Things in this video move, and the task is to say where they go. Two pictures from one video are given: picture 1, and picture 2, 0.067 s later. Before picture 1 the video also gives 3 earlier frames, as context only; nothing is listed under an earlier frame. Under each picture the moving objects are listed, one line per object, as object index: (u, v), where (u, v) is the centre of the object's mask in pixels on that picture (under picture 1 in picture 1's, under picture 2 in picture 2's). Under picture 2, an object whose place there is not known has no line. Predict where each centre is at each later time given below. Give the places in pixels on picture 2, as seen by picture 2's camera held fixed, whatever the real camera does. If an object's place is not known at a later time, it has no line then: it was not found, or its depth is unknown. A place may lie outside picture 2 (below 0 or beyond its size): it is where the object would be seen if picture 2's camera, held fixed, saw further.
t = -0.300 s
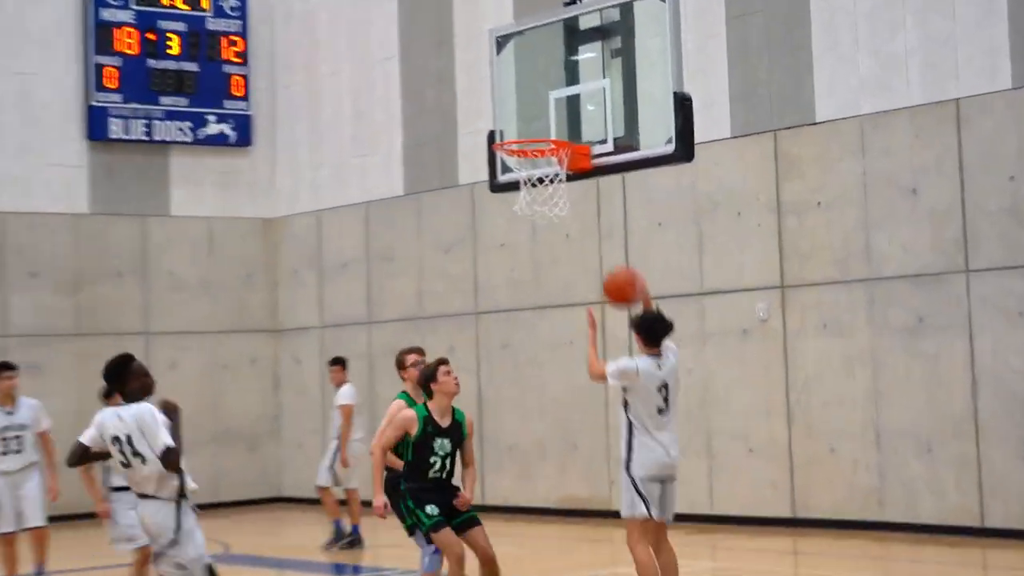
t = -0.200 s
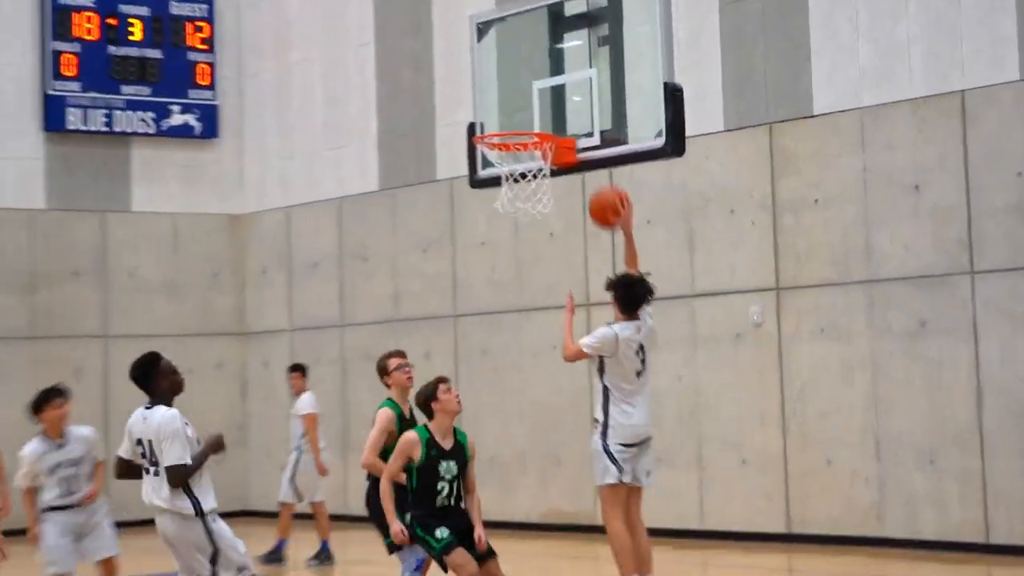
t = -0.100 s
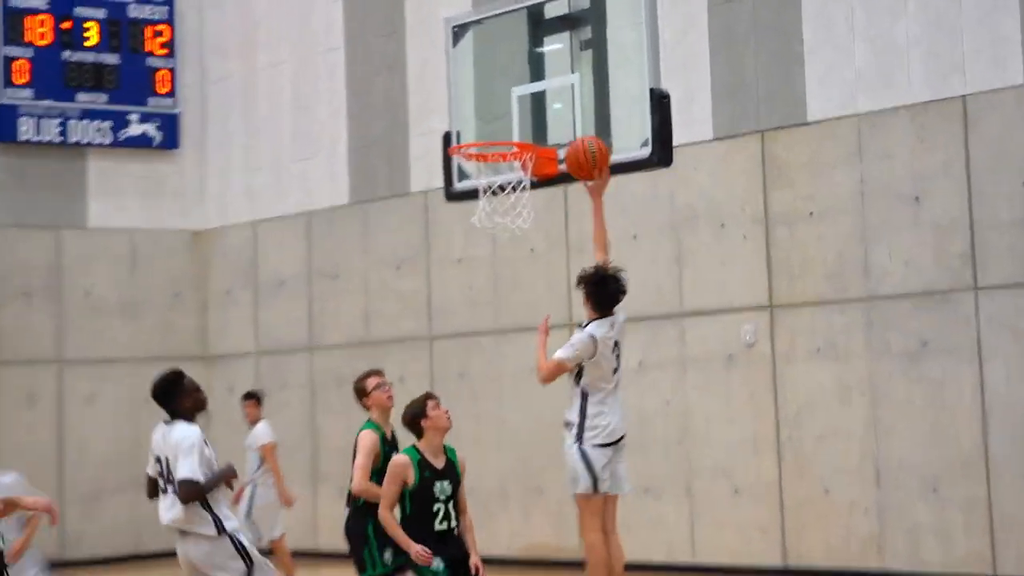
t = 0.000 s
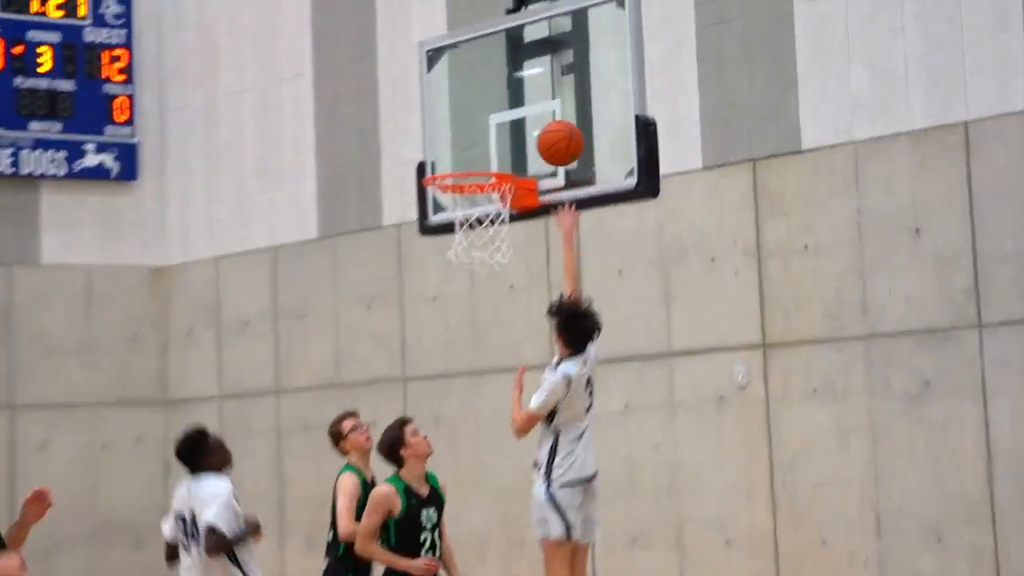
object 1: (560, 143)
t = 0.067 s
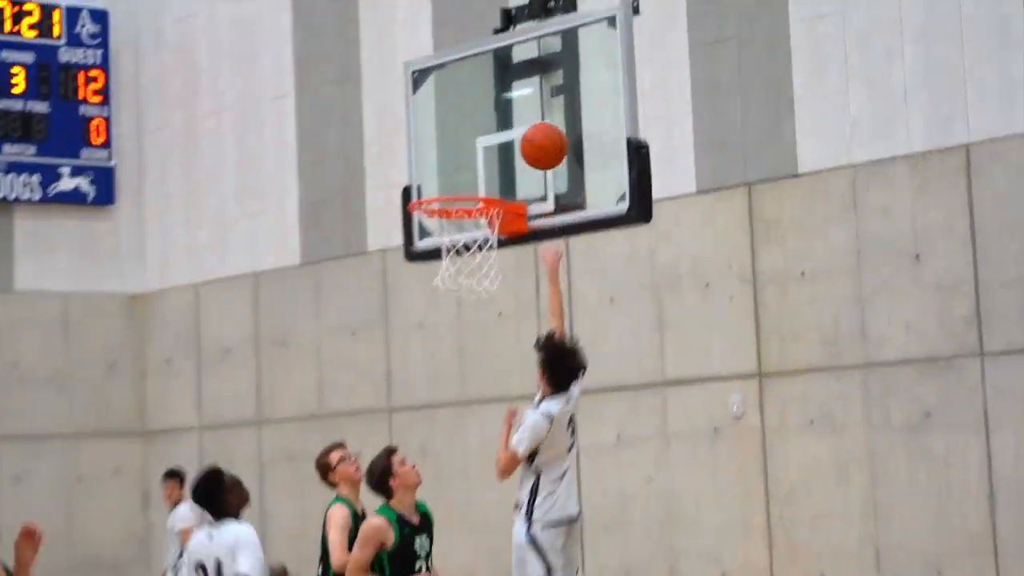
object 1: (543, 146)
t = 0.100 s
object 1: (541, 139)
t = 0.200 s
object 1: (520, 133)
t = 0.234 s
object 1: (511, 137)
